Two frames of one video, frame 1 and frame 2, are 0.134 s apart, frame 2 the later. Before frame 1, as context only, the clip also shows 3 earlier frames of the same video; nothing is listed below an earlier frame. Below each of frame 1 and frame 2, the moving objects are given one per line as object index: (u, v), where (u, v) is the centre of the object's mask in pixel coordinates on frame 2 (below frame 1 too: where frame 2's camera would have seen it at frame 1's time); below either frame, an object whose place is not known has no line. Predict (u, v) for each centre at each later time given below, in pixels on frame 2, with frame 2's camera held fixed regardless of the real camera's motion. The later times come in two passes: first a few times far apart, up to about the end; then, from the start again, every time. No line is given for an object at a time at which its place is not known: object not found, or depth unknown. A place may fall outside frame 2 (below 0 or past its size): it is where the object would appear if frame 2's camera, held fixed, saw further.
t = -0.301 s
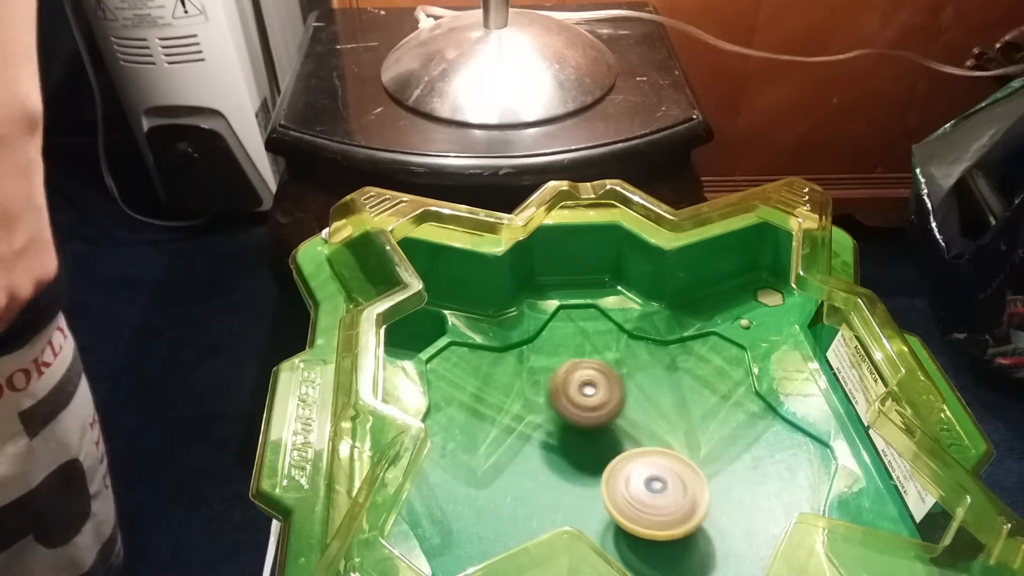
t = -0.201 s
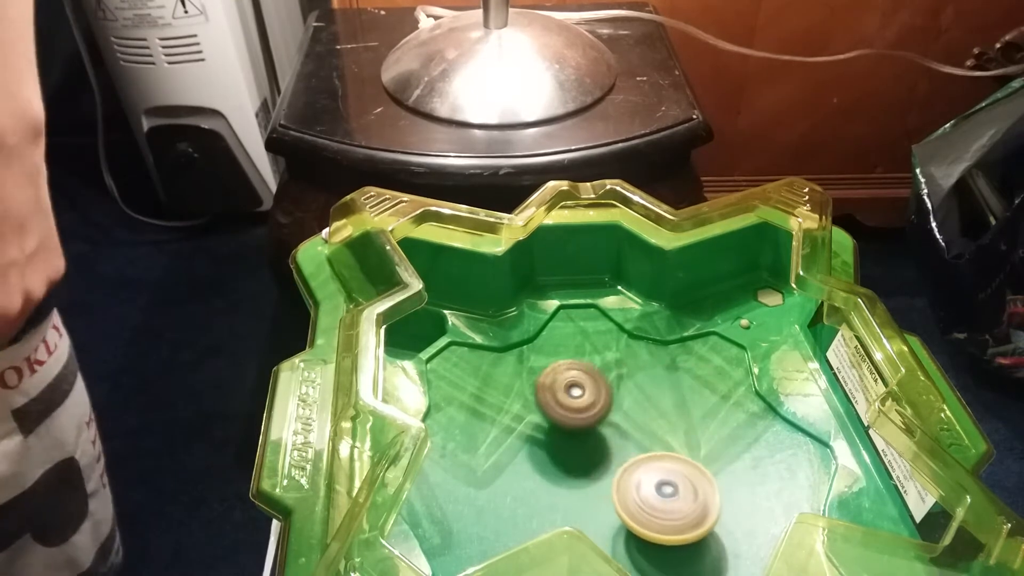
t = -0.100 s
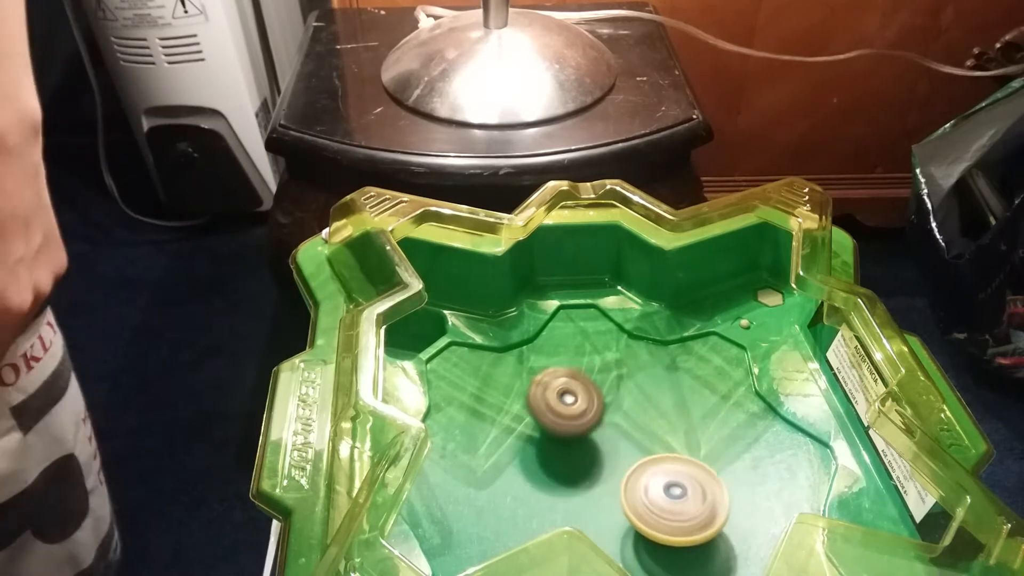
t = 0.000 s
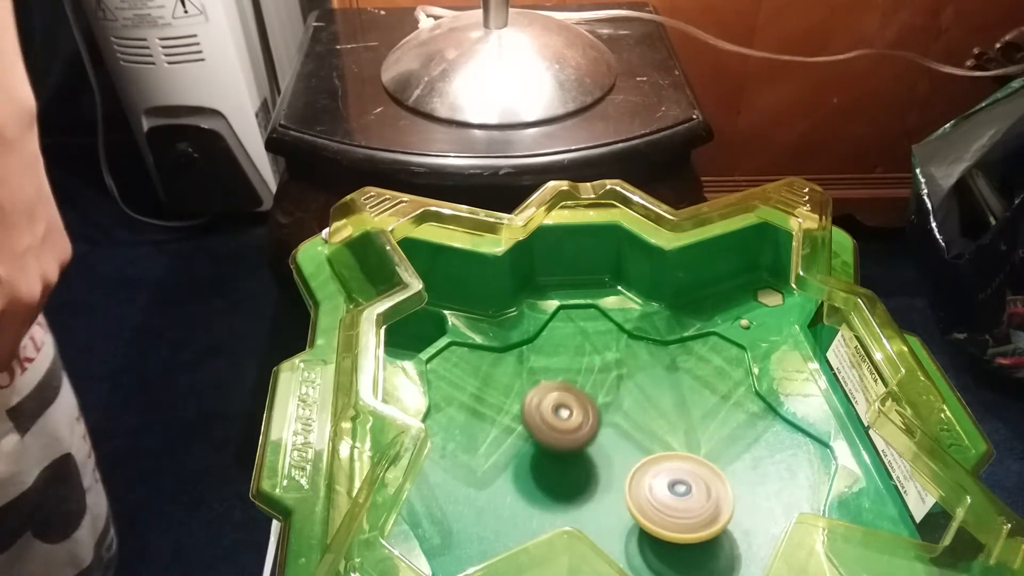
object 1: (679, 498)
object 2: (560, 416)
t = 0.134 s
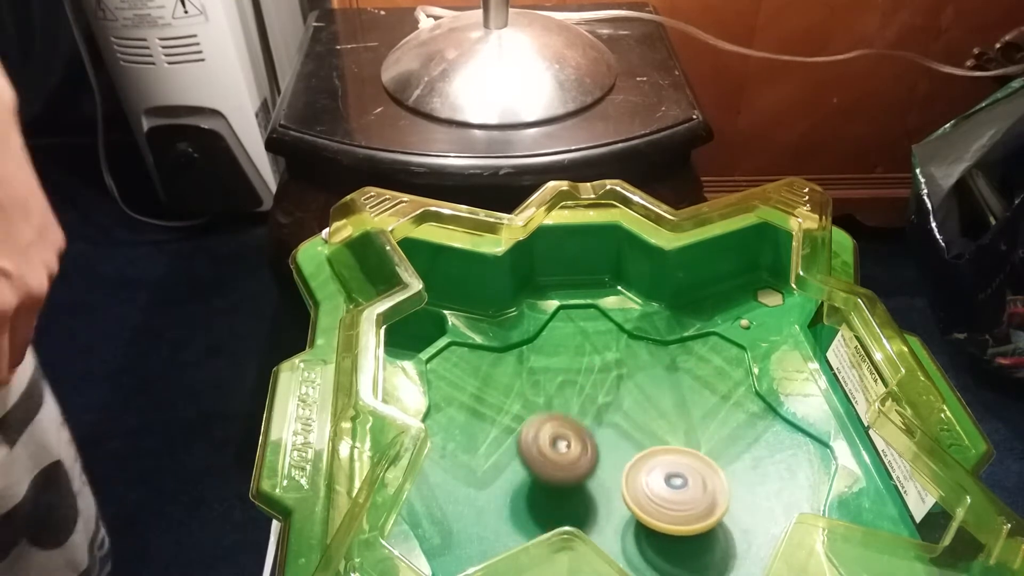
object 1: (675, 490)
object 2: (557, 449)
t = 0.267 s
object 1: (662, 484)
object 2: (558, 489)
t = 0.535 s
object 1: (627, 481)
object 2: (574, 529)
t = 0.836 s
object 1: (610, 460)
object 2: (626, 556)
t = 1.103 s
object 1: (605, 442)
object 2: (678, 547)
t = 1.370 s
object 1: (620, 449)
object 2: (744, 498)
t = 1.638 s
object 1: (653, 467)
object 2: (759, 460)
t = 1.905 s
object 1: (639, 492)
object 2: (733, 440)
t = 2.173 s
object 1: (643, 512)
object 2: (642, 423)
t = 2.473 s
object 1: (648, 505)
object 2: (558, 412)
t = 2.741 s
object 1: (638, 481)
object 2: (543, 432)
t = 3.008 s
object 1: (678, 469)
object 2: (552, 477)
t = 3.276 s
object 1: (681, 456)
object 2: (616, 531)
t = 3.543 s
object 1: (654, 464)
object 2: (676, 553)
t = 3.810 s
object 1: (621, 485)
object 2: (715, 540)
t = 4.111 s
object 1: (593, 495)
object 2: (716, 476)
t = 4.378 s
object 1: (606, 497)
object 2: (686, 421)
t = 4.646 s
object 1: (636, 485)
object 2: (645, 403)
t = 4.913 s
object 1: (669, 494)
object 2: (601, 405)
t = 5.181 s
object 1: (695, 503)
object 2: (571, 446)
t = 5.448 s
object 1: (679, 494)
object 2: (572, 503)
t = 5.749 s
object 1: (659, 465)
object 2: (619, 543)
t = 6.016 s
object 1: (630, 449)
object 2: (662, 541)
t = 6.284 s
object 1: (610, 460)
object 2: (707, 493)
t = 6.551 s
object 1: (620, 486)
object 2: (709, 440)
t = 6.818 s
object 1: (648, 503)
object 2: (670, 419)
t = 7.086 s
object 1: (670, 505)
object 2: (609, 428)
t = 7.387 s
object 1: (674, 494)
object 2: (563, 466)
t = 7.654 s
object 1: (659, 474)
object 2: (569, 505)
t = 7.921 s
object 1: (647, 453)
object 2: (623, 530)
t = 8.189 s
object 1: (625, 449)
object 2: (687, 527)
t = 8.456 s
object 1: (610, 459)
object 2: (721, 490)
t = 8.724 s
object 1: (614, 484)
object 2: (701, 448)
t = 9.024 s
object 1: (626, 509)
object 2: (644, 427)
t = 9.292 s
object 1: (650, 522)
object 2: (589, 440)
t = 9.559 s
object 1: (670, 511)
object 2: (569, 479)
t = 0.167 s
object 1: (673, 489)
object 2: (557, 459)
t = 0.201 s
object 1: (670, 487)
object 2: (558, 469)
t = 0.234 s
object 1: (666, 485)
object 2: (558, 479)
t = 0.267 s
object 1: (662, 484)
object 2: (558, 489)
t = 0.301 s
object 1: (657, 482)
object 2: (558, 497)
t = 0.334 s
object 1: (653, 481)
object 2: (559, 503)
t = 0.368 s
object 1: (648, 481)
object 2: (560, 510)
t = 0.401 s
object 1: (644, 481)
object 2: (560, 514)
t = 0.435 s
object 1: (639, 480)
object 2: (562, 519)
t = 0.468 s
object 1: (635, 480)
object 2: (565, 523)
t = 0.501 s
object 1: (631, 481)
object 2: (568, 526)
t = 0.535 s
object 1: (627, 481)
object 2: (574, 529)
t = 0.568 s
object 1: (623, 482)
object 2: (581, 532)
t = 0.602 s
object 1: (620, 483)
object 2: (590, 535)
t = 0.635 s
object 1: (617, 484)
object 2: (597, 538)
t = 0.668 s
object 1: (614, 484)
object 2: (606, 542)
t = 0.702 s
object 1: (614, 480)
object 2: (612, 547)
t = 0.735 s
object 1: (614, 473)
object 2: (617, 552)
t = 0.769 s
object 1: (613, 469)
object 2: (621, 554)
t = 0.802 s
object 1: (611, 465)
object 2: (623, 555)
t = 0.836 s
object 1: (610, 460)
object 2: (626, 556)
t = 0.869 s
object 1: (609, 457)
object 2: (630, 556)
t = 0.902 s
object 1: (608, 453)
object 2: (634, 556)
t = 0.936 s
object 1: (607, 450)
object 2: (639, 555)
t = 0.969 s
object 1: (606, 448)
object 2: (644, 555)
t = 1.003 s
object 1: (605, 445)
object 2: (650, 554)
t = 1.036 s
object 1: (605, 444)
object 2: (658, 552)
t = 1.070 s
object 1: (605, 442)
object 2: (667, 550)
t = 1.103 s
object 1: (605, 442)
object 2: (678, 547)
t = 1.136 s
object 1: (605, 441)
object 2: (688, 543)
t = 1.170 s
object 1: (606, 441)
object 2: (697, 539)
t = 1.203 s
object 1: (607, 442)
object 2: (706, 533)
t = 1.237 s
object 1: (609, 442)
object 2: (715, 526)
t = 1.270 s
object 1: (611, 444)
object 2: (723, 519)
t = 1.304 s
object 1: (613, 445)
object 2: (731, 512)
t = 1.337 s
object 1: (617, 447)
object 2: (738, 505)
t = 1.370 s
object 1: (620, 449)
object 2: (744, 498)
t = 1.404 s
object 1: (623, 451)
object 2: (749, 492)
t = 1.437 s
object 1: (628, 453)
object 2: (754, 486)
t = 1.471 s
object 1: (632, 456)
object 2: (757, 481)
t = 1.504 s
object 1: (637, 458)
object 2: (759, 475)
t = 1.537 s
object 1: (642, 461)
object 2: (760, 471)
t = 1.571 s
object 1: (647, 463)
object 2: (759, 467)
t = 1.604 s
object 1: (652, 465)
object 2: (757, 464)
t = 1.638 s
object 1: (653, 467)
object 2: (759, 460)
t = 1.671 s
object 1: (647, 469)
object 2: (763, 456)
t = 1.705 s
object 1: (645, 472)
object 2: (762, 453)
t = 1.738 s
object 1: (644, 475)
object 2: (760, 451)
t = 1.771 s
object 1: (642, 478)
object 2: (757, 448)
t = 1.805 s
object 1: (641, 482)
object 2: (753, 445)
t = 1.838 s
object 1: (640, 485)
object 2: (747, 444)
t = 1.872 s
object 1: (640, 489)
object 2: (741, 442)
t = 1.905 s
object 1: (639, 492)
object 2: (733, 440)
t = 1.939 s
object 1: (639, 496)
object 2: (724, 438)
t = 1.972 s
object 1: (640, 499)
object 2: (713, 436)
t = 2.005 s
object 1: (640, 502)
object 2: (702, 434)
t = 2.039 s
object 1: (640, 504)
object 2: (690, 432)
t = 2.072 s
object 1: (641, 507)
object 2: (678, 430)
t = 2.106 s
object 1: (641, 509)
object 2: (666, 427)
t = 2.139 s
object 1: (642, 511)
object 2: (655, 425)
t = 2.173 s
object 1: (643, 512)
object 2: (642, 423)
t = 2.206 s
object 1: (644, 513)
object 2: (631, 421)
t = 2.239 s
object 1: (645, 513)
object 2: (620, 420)
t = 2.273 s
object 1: (646, 513)
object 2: (610, 418)
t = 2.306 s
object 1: (647, 513)
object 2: (598, 416)
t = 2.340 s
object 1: (648, 512)
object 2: (589, 415)
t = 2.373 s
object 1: (649, 511)
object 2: (580, 414)
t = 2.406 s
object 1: (649, 509)
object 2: (572, 413)
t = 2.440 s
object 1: (649, 507)
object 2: (564, 412)
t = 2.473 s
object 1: (648, 505)
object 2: (558, 412)
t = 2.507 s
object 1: (648, 502)
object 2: (552, 413)
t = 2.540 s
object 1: (647, 500)
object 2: (548, 414)
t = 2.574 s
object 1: (646, 497)
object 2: (545, 415)
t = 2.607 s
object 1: (644, 493)
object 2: (543, 417)
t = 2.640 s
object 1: (643, 490)
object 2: (542, 420)
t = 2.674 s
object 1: (641, 487)
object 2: (542, 423)
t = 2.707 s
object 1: (640, 484)
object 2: (542, 427)
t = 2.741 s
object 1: (638, 481)
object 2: (543, 432)
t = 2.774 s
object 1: (639, 479)
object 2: (543, 437)
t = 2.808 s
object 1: (649, 479)
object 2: (539, 441)
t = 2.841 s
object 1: (656, 479)
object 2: (538, 445)
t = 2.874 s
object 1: (661, 477)
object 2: (539, 450)
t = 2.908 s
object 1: (666, 475)
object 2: (541, 456)
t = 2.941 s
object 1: (670, 473)
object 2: (543, 463)
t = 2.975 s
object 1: (675, 471)
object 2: (547, 470)
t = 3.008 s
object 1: (678, 469)
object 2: (552, 477)
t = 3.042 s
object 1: (680, 467)
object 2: (557, 485)
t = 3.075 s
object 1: (682, 465)
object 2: (562, 492)
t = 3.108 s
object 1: (683, 463)
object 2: (569, 498)
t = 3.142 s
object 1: (684, 461)
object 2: (578, 504)
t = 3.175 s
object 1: (684, 460)
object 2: (586, 511)
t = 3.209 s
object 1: (684, 458)
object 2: (596, 517)
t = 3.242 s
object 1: (683, 457)
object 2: (606, 524)
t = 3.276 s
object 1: (681, 456)
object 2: (616, 531)
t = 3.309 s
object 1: (679, 456)
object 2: (626, 537)
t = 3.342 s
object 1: (677, 456)
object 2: (634, 542)
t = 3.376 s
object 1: (673, 456)
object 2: (641, 546)
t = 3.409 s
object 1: (670, 457)
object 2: (649, 549)
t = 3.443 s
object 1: (666, 458)
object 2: (656, 551)
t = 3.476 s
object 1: (662, 460)
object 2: (663, 552)
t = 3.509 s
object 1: (658, 462)
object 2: (669, 553)
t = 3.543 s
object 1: (654, 464)
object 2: (676, 553)
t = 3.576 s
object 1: (650, 467)
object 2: (682, 553)
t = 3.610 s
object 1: (646, 470)
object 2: (687, 552)
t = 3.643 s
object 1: (642, 473)
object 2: (693, 551)
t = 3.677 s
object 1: (639, 477)
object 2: (697, 550)
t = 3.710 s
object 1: (635, 480)
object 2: (700, 548)
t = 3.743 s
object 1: (632, 483)
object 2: (704, 545)
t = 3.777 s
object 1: (626, 484)
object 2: (711, 543)
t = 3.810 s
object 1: (621, 485)
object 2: (715, 540)
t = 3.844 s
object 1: (616, 486)
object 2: (717, 535)
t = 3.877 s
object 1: (612, 487)
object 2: (719, 530)
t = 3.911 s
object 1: (608, 488)
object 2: (720, 523)
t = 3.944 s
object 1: (604, 490)
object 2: (721, 515)
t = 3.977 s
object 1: (600, 491)
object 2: (721, 507)
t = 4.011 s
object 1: (598, 492)
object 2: (720, 499)
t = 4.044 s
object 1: (596, 494)
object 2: (719, 492)
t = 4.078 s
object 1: (594, 495)
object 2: (718, 484)
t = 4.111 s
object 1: (593, 495)
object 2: (716, 476)
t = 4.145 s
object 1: (593, 496)
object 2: (713, 468)
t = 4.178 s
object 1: (593, 497)
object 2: (710, 460)
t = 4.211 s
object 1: (594, 497)
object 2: (707, 452)
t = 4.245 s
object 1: (596, 498)
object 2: (704, 445)
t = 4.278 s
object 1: (597, 498)
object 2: (700, 438)
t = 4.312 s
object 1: (600, 498)
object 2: (695, 432)
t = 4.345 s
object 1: (603, 498)
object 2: (691, 426)
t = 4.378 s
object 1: (606, 497)
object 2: (686, 421)
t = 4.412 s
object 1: (610, 496)
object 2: (681, 417)
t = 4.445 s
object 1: (613, 495)
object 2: (676, 413)
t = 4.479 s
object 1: (618, 493)
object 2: (671, 410)
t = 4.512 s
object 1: (622, 491)
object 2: (666, 408)
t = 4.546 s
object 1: (626, 488)
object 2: (661, 407)
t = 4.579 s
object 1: (630, 485)
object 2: (655, 406)
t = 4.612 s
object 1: (633, 484)
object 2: (650, 405)
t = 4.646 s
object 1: (636, 485)
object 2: (645, 403)
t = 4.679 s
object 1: (640, 485)
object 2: (640, 401)
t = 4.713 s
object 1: (644, 485)
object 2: (635, 401)
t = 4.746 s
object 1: (647, 484)
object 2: (629, 402)
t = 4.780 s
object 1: (651, 483)
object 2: (624, 403)
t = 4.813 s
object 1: (656, 486)
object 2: (618, 402)
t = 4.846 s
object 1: (660, 490)
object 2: (611, 403)
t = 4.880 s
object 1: (664, 492)
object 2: (606, 404)
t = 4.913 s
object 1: (669, 494)
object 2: (601, 405)
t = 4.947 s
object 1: (674, 496)
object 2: (597, 408)
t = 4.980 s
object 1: (679, 498)
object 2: (592, 412)
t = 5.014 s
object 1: (682, 500)
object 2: (588, 416)
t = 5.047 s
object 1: (687, 501)
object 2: (584, 421)
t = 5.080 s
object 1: (690, 502)
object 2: (580, 426)
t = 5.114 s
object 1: (692, 502)
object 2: (576, 432)
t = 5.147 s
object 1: (694, 503)
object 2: (573, 439)
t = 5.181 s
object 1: (695, 503)
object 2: (571, 446)
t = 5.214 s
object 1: (695, 502)
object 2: (569, 453)
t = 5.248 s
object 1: (695, 501)
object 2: (568, 461)
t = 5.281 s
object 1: (694, 501)
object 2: (567, 469)
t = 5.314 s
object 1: (692, 500)
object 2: (567, 476)
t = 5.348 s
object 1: (689, 498)
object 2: (567, 484)
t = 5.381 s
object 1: (686, 497)
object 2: (568, 491)
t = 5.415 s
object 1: (682, 496)
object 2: (569, 498)
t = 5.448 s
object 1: (679, 494)
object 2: (572, 503)
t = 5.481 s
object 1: (674, 493)
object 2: (575, 508)
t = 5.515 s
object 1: (669, 491)
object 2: (580, 513)
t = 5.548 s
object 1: (669, 488)
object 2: (583, 519)
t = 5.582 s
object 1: (668, 484)
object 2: (587, 523)
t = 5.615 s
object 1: (667, 480)
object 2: (593, 528)
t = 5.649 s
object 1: (665, 476)
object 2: (599, 532)
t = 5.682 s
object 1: (663, 472)
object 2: (607, 536)
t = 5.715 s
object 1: (661, 469)
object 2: (613, 540)
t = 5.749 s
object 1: (659, 465)
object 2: (619, 543)
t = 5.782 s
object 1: (656, 462)
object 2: (624, 545)
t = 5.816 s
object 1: (652, 459)
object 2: (629, 546)
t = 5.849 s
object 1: (648, 456)
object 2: (633, 547)
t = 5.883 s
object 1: (645, 454)
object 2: (638, 546)
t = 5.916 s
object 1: (641, 452)
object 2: (643, 546)
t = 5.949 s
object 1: (637, 450)
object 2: (649, 545)
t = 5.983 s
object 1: (634, 449)
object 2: (654, 544)
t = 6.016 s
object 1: (630, 449)
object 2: (662, 541)
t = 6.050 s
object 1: (627, 449)
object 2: (670, 537)
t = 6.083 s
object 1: (623, 449)
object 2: (676, 533)
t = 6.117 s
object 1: (620, 450)
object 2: (683, 527)
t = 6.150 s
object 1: (617, 451)
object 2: (689, 521)
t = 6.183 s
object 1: (615, 453)
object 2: (695, 514)
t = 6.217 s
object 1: (613, 455)
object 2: (700, 507)
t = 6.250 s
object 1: (611, 457)
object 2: (704, 500)
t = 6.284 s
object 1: (610, 460)
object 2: (707, 493)
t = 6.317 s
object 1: (610, 463)
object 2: (710, 486)
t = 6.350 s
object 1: (610, 466)
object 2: (713, 479)
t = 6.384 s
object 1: (610, 470)
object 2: (714, 472)
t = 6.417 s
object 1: (611, 474)
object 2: (714, 465)
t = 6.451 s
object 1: (613, 477)
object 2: (714, 458)
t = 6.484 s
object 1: (615, 480)
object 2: (713, 452)
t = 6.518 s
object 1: (617, 483)
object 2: (712, 446)
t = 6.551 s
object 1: (620, 486)
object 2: (709, 440)
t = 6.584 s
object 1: (623, 489)
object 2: (706, 436)
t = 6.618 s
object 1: (626, 492)
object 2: (703, 432)
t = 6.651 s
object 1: (630, 495)
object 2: (699, 428)
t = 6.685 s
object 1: (634, 497)
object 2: (694, 425)
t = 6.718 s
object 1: (637, 500)
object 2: (689, 423)
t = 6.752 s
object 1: (641, 501)
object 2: (683, 421)
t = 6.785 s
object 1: (645, 502)
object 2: (677, 420)
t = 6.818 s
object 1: (648, 503)
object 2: (670, 419)
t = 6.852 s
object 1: (651, 504)
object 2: (662, 418)
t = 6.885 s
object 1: (655, 505)
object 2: (655, 419)
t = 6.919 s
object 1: (658, 505)
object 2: (648, 420)
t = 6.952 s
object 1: (661, 505)
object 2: (640, 421)
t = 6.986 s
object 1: (663, 504)
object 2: (632, 423)
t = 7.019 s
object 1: (665, 504)
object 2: (624, 424)
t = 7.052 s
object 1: (668, 505)
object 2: (616, 426)
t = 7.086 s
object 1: (670, 505)
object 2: (609, 428)
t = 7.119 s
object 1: (673, 505)
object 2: (601, 431)
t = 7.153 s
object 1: (675, 504)
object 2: (594, 434)
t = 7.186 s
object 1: (676, 504)
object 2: (588, 437)
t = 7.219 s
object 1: (677, 503)
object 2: (582, 441)
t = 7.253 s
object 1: (677, 501)
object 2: (577, 445)
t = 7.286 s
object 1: (677, 500)
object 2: (572, 450)
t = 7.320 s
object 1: (677, 498)
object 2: (568, 455)
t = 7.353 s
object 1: (676, 496)
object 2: (565, 460)
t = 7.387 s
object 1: (674, 494)
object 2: (563, 466)
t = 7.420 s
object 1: (672, 492)
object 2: (561, 471)
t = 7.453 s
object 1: (670, 490)
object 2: (560, 477)
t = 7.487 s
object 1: (667, 488)
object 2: (561, 483)
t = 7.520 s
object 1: (665, 485)
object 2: (561, 488)
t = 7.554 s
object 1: (661, 483)
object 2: (563, 493)
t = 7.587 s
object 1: (659, 480)
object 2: (565, 497)
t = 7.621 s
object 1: (659, 477)
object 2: (566, 501)
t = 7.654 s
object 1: (659, 474)
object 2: (569, 505)
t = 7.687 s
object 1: (659, 470)
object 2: (573, 508)
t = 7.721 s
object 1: (658, 467)
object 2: (578, 512)
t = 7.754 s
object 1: (657, 464)
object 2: (585, 515)
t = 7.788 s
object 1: (655, 462)
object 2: (592, 519)
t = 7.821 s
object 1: (653, 459)
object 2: (600, 522)
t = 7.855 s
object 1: (651, 457)
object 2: (608, 525)
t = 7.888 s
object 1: (649, 455)
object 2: (616, 528)
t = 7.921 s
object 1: (647, 453)
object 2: (623, 530)
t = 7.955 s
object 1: (644, 452)
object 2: (630, 533)
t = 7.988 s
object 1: (642, 451)
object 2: (637, 534)
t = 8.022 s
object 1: (639, 451)
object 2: (644, 534)
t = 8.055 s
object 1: (637, 451)
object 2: (652, 533)
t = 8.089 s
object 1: (634, 452)
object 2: (661, 531)
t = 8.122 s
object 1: (631, 450)
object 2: (670, 530)
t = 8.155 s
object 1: (628, 449)
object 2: (679, 529)
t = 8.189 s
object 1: (625, 449)
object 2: (687, 527)
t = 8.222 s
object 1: (622, 448)
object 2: (694, 523)
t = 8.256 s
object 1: (619, 449)
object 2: (701, 520)
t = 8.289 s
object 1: (616, 449)
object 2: (707, 516)
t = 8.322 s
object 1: (614, 450)
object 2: (711, 511)
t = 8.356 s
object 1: (613, 452)
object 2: (715, 507)
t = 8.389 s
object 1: (611, 454)
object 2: (718, 501)
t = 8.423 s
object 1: (610, 456)
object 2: (720, 495)
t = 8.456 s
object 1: (610, 459)
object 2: (721, 490)
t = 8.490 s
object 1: (610, 462)
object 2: (721, 484)
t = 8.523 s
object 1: (611, 464)
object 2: (720, 479)
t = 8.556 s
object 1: (612, 468)
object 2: (718, 474)
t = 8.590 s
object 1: (612, 471)
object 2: (715, 468)
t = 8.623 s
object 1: (614, 474)
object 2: (712, 463)
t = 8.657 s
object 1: (614, 478)
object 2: (709, 457)
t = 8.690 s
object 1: (614, 481)
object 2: (706, 453)
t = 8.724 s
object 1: (614, 484)
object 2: (701, 448)
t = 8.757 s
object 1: (614, 487)
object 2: (696, 444)
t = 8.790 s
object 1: (615, 491)
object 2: (691, 440)
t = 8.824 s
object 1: (616, 494)
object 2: (685, 437)
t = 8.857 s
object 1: (617, 497)
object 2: (678, 434)
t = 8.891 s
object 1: (619, 500)
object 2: (672, 432)
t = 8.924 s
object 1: (620, 503)
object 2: (666, 430)
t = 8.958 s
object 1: (622, 505)
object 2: (659, 429)
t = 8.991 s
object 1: (624, 507)
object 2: (652, 428)
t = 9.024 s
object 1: (626, 509)
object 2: (644, 427)
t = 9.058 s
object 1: (628, 510)
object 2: (636, 427)
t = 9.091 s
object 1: (631, 512)
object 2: (629, 428)
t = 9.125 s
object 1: (633, 514)
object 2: (622, 428)
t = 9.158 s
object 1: (636, 516)
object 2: (614, 430)
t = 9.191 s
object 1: (640, 519)
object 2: (607, 432)
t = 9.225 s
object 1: (643, 521)
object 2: (601, 435)
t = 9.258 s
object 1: (646, 522)
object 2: (595, 437)
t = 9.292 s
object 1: (650, 522)
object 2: (589, 440)
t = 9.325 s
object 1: (653, 523)
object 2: (584, 443)
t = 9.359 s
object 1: (656, 522)
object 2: (580, 447)
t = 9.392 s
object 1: (659, 522)
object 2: (576, 452)
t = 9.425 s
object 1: (661, 520)
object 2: (573, 457)
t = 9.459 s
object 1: (663, 518)
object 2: (571, 462)
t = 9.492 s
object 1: (665, 516)
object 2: (570, 468)
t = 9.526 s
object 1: (667, 513)
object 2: (570, 473)
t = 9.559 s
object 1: (670, 511)
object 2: (569, 479)
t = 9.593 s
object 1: (671, 508)
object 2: (569, 484)
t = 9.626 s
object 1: (675, 506)
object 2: (570, 489)
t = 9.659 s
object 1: (676, 502)
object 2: (572, 493)
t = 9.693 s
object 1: (678, 499)
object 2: (575, 497)
